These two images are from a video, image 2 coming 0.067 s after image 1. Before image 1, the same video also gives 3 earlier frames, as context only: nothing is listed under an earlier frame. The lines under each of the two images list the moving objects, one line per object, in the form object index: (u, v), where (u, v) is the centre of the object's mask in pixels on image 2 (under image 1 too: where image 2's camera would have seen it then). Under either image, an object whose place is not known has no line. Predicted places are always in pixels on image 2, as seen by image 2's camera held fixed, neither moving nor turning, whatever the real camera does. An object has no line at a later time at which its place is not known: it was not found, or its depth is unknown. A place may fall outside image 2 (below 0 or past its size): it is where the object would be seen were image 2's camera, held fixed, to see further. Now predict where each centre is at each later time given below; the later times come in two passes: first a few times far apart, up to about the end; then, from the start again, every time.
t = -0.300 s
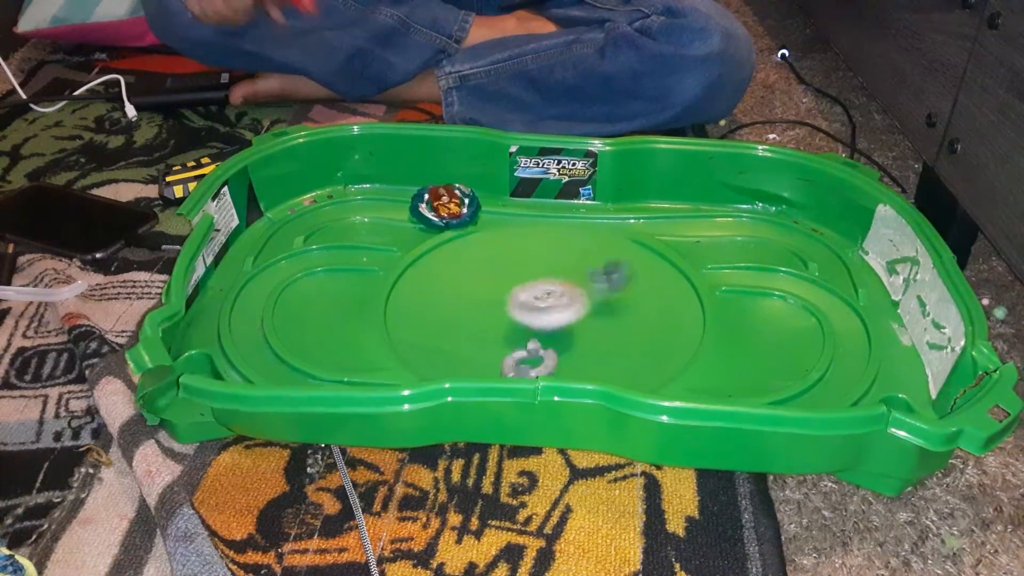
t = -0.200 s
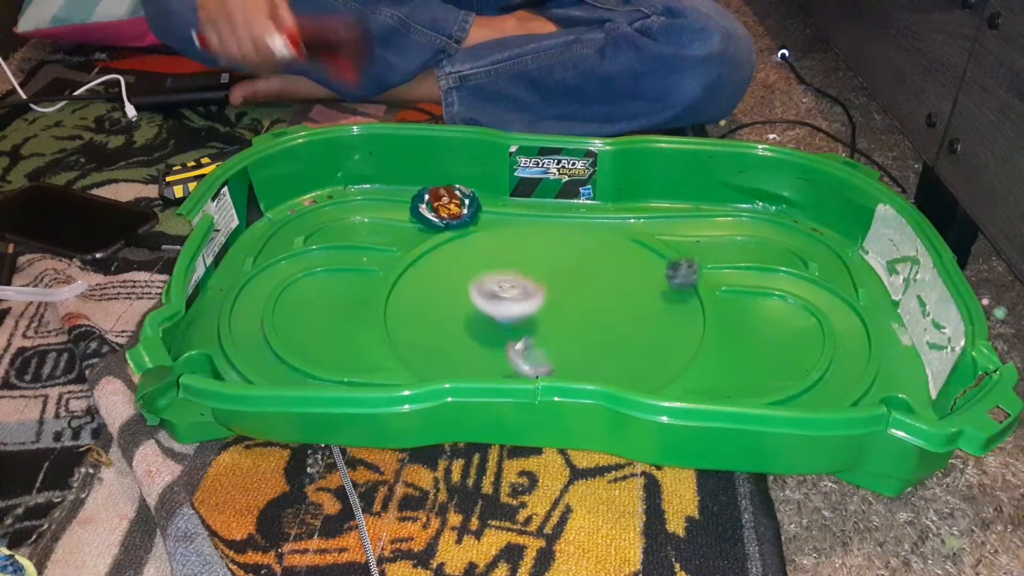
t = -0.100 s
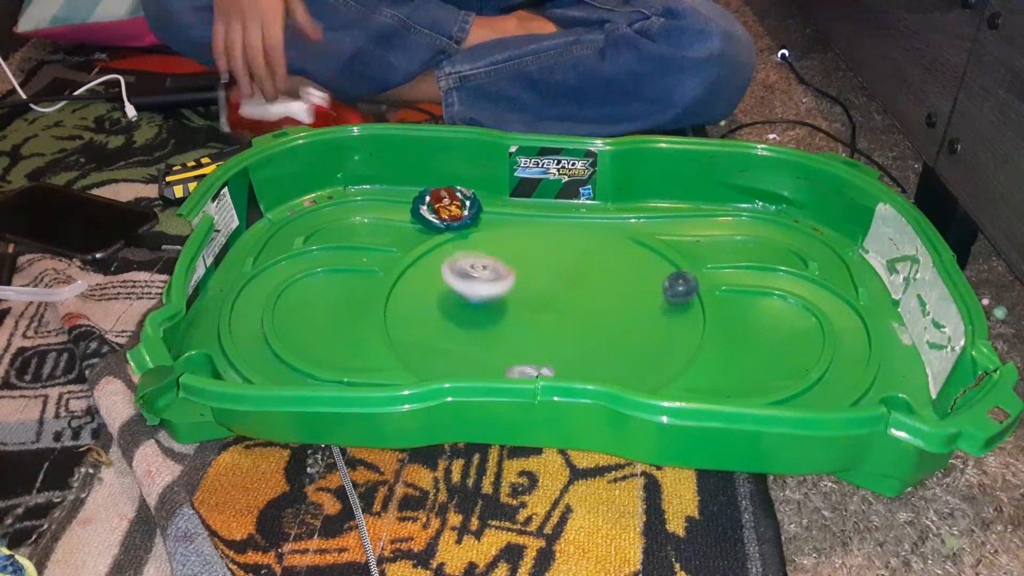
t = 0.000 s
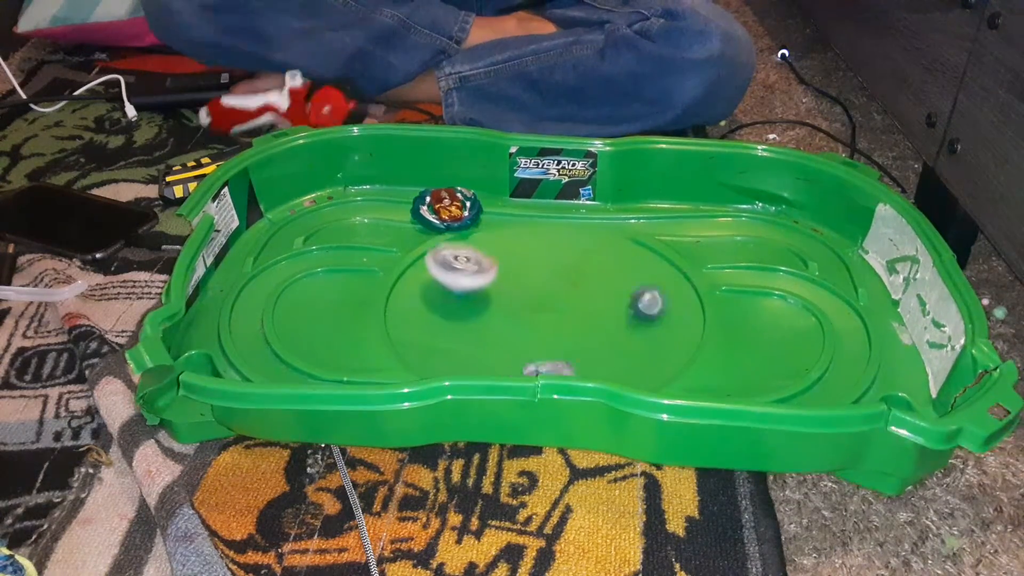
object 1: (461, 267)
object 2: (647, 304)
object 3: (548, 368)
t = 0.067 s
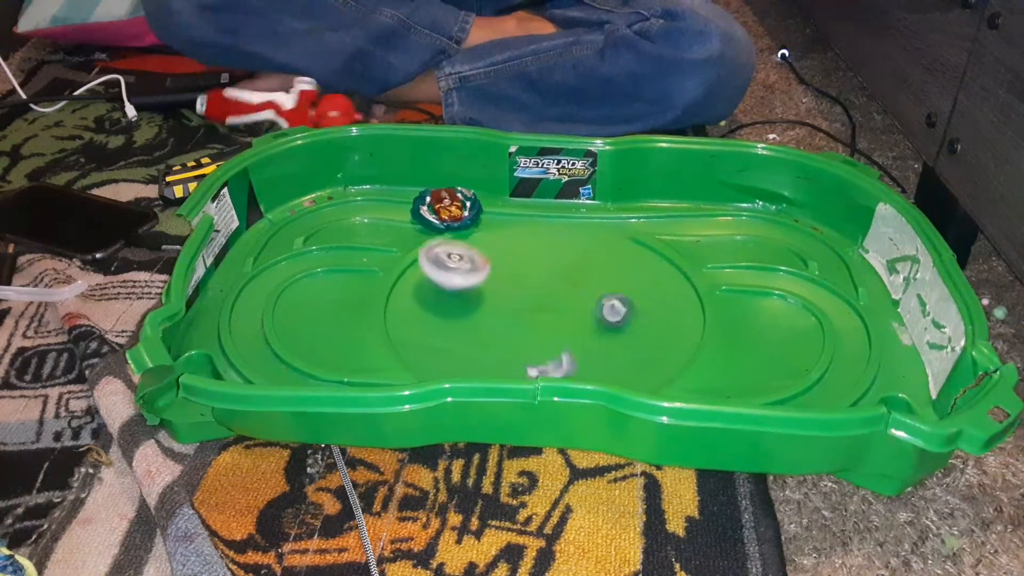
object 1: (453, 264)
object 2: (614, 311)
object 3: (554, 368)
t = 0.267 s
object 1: (442, 265)
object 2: (521, 318)
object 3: (554, 338)
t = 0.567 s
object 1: (510, 264)
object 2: (470, 338)
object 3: (556, 327)
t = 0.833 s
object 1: (570, 245)
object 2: (516, 331)
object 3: (556, 326)
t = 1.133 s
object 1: (591, 247)
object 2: (516, 331)
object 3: (556, 326)
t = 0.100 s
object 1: (450, 264)
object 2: (597, 314)
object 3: (554, 361)
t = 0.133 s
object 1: (447, 264)
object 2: (577, 314)
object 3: (555, 361)
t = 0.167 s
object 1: (445, 263)
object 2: (562, 316)
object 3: (555, 354)
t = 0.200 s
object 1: (443, 263)
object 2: (548, 315)
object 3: (555, 348)
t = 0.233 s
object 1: (442, 263)
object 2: (535, 315)
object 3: (555, 346)
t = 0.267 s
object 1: (442, 265)
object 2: (521, 318)
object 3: (554, 338)
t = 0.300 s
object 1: (445, 266)
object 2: (502, 318)
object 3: (555, 335)
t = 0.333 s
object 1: (450, 269)
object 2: (489, 317)
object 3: (555, 332)
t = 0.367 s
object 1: (457, 271)
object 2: (476, 317)
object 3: (554, 330)
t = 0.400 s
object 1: (465, 271)
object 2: (469, 322)
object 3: (555, 328)
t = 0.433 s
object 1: (473, 271)
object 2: (465, 326)
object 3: (555, 327)
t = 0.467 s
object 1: (482, 270)
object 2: (462, 330)
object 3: (556, 327)
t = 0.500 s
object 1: (491, 269)
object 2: (463, 336)
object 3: (556, 327)
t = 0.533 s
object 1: (501, 267)
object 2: (467, 337)
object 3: (556, 327)
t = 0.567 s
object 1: (510, 264)
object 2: (470, 338)
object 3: (556, 327)
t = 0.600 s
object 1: (518, 262)
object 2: (477, 339)
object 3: (556, 327)
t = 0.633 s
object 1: (527, 259)
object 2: (484, 338)
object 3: (556, 327)
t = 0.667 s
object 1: (536, 257)
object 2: (494, 339)
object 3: (556, 327)
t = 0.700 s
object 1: (545, 255)
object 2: (501, 337)
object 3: (556, 327)
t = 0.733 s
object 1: (552, 253)
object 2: (508, 334)
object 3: (556, 327)
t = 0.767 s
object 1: (559, 250)
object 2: (514, 332)
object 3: (556, 327)
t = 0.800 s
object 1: (565, 247)
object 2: (517, 331)
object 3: (556, 326)
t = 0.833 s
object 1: (570, 245)
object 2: (516, 331)
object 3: (556, 326)
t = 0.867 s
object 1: (575, 242)
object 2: (516, 331)
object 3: (556, 326)
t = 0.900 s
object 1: (579, 240)
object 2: (516, 330)
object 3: (556, 326)
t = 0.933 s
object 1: (583, 239)
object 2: (516, 330)
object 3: (556, 326)
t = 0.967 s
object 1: (586, 238)
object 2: (516, 330)
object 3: (556, 326)
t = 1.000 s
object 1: (588, 238)
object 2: (516, 330)
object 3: (556, 326)
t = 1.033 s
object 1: (589, 239)
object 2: (516, 331)
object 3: (556, 326)
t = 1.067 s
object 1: (590, 241)
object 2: (516, 331)
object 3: (556, 326)
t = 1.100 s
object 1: (590, 244)
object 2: (516, 331)
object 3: (556, 326)
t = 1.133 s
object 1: (591, 247)
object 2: (516, 331)
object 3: (556, 326)
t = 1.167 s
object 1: (591, 251)
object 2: (516, 331)
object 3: (556, 326)
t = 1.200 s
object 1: (591, 256)
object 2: (516, 331)
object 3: (556, 326)
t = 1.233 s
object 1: (592, 260)
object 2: (516, 331)
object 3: (556, 326)
